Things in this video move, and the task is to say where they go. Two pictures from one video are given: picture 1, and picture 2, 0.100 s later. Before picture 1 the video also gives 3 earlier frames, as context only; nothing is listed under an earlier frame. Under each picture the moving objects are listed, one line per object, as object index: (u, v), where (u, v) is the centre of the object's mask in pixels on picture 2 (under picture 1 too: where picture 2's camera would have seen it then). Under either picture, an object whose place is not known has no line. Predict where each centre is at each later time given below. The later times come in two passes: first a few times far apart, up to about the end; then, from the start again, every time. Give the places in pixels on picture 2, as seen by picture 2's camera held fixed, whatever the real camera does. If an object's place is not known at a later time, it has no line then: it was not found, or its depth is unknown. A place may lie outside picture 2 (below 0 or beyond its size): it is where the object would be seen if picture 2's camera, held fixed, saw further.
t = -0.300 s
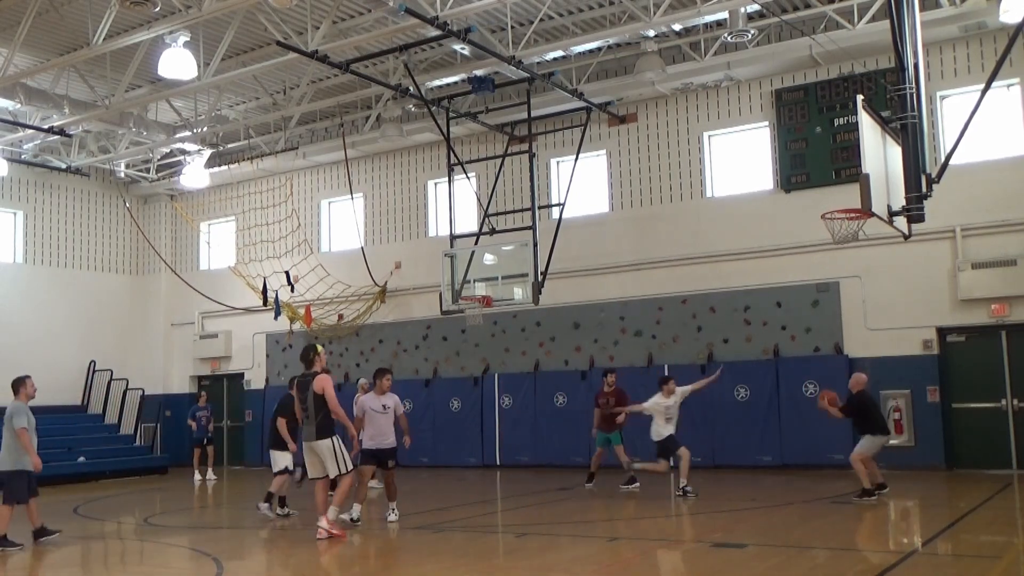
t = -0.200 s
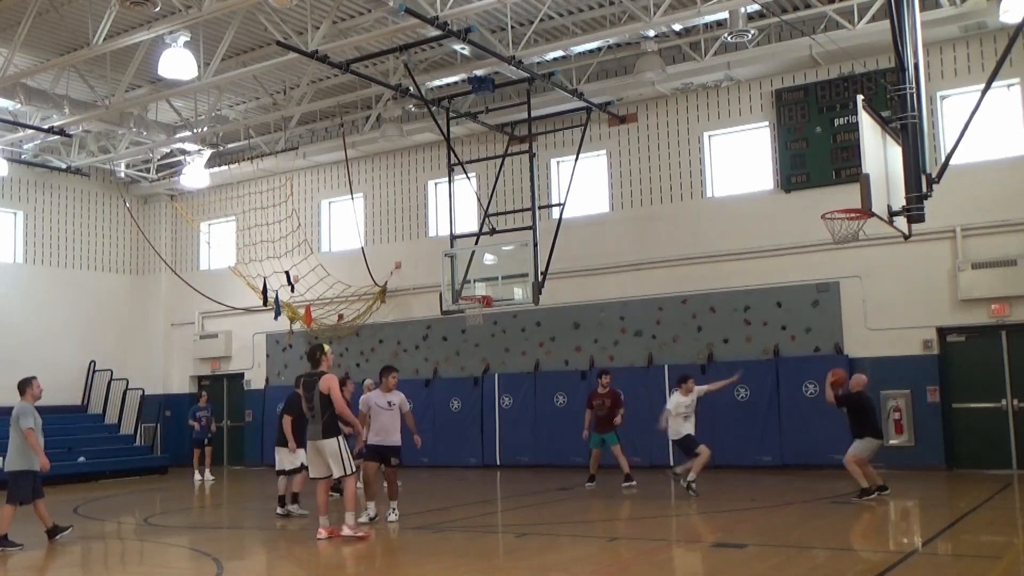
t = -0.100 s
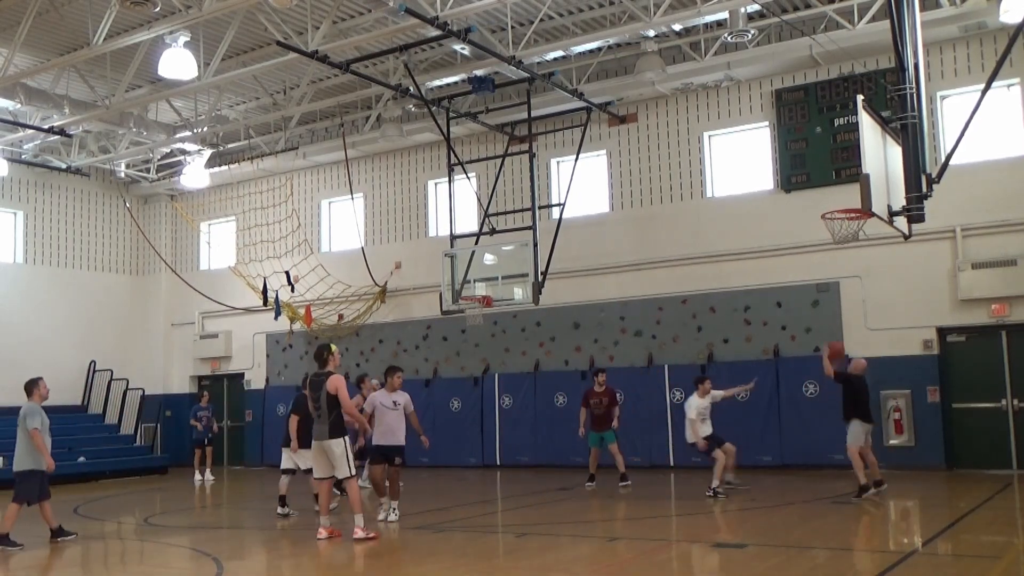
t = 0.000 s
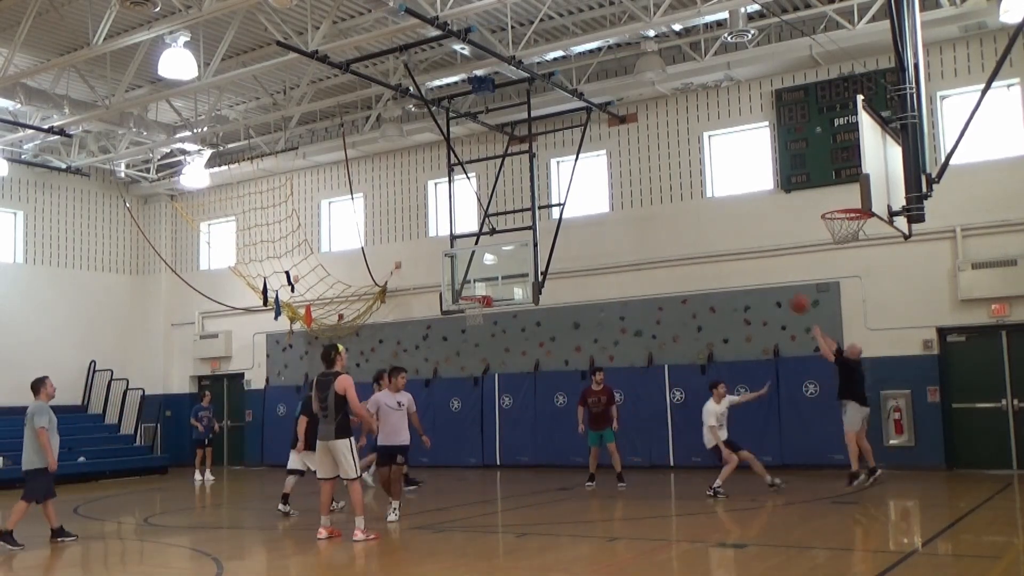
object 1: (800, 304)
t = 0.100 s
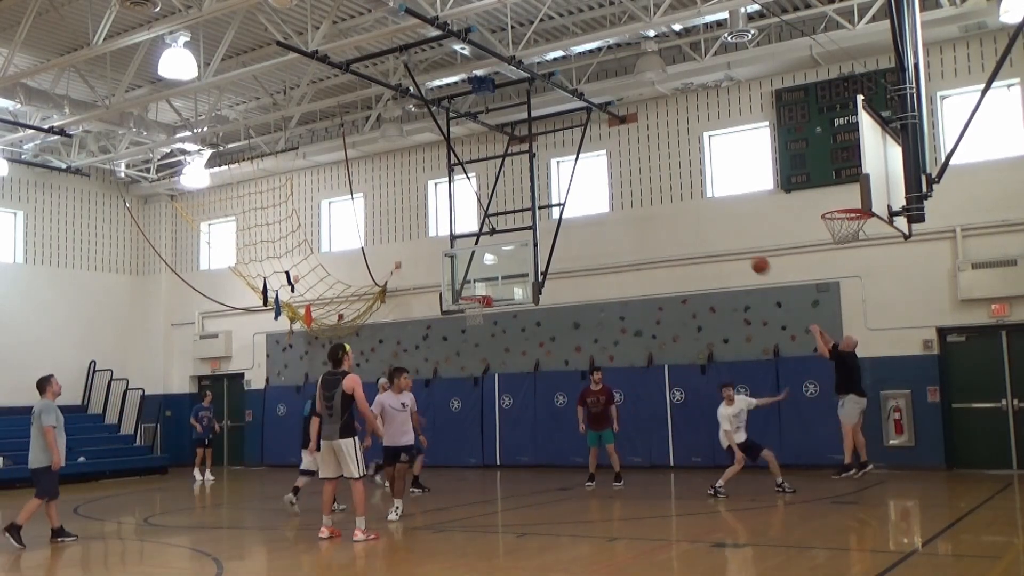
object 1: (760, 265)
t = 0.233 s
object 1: (713, 228)
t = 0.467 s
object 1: (640, 197)
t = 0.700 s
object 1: (576, 202)
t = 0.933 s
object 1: (520, 239)
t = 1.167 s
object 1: (471, 304)
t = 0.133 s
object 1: (749, 255)
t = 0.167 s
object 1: (736, 245)
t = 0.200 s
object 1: (724, 236)
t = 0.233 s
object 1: (713, 228)
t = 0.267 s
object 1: (702, 221)
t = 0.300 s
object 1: (691, 215)
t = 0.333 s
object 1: (681, 210)
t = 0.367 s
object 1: (670, 206)
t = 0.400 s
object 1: (660, 202)
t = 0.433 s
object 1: (649, 199)
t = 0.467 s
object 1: (640, 197)
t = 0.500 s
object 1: (631, 196)
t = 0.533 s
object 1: (621, 195)
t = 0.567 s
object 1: (612, 195)
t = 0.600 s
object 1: (603, 196)
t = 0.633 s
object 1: (593, 198)
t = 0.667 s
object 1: (584, 199)
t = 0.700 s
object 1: (576, 202)
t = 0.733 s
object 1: (568, 206)
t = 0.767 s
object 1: (559, 210)
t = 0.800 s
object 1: (551, 215)
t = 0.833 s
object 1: (543, 220)
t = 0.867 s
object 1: (535, 226)
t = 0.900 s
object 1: (527, 232)
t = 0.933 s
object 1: (520, 239)
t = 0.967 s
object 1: (512, 247)
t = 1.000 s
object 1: (504, 255)
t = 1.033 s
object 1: (497, 264)
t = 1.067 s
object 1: (490, 273)
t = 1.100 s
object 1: (484, 282)
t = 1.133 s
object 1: (476, 293)
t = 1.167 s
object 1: (471, 304)
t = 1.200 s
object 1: (465, 311)
